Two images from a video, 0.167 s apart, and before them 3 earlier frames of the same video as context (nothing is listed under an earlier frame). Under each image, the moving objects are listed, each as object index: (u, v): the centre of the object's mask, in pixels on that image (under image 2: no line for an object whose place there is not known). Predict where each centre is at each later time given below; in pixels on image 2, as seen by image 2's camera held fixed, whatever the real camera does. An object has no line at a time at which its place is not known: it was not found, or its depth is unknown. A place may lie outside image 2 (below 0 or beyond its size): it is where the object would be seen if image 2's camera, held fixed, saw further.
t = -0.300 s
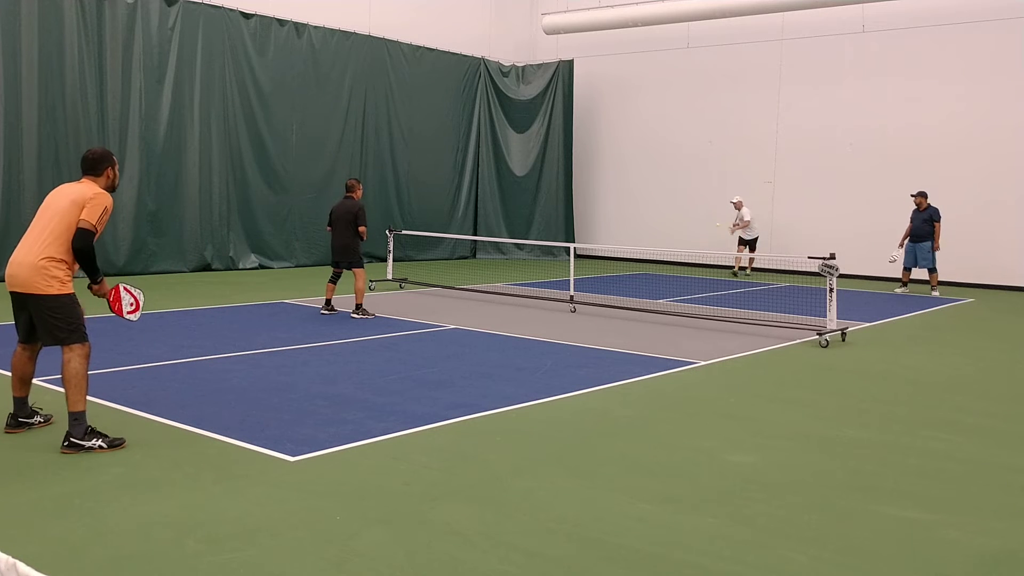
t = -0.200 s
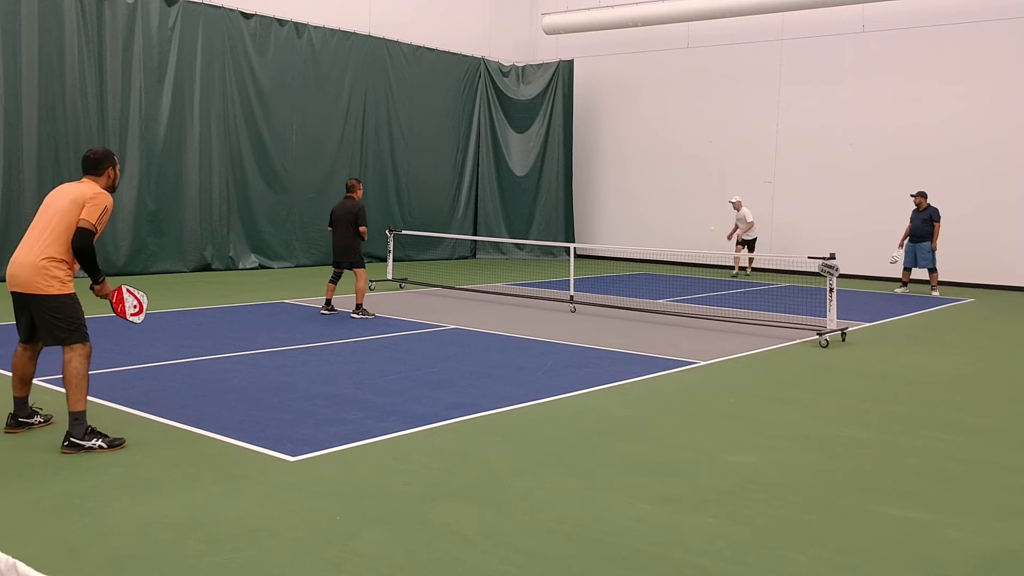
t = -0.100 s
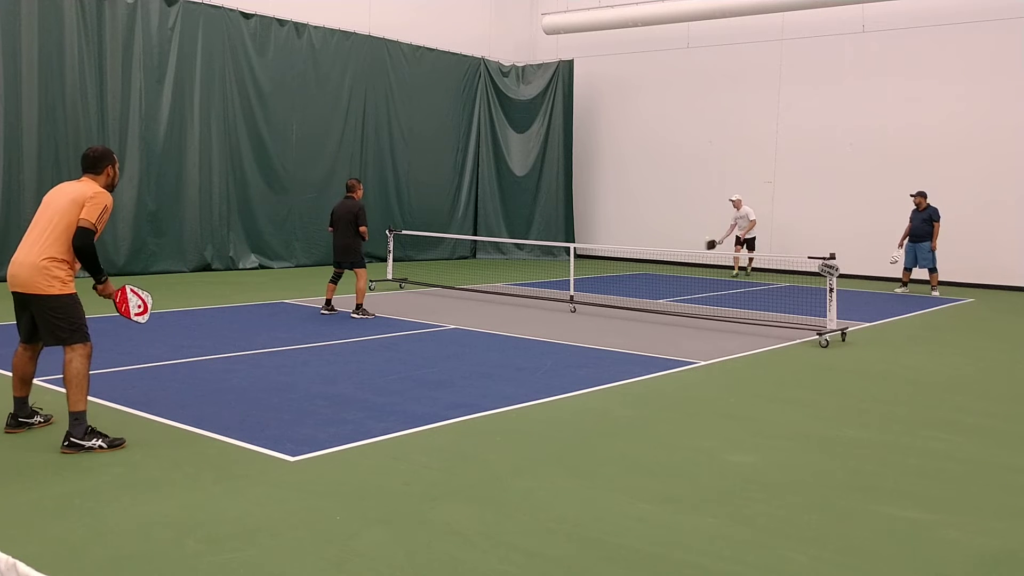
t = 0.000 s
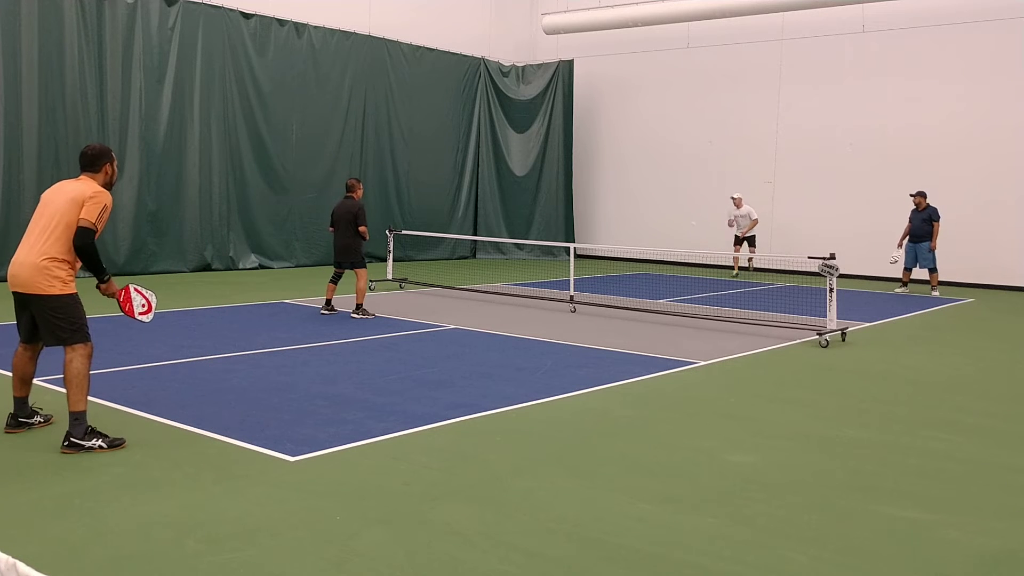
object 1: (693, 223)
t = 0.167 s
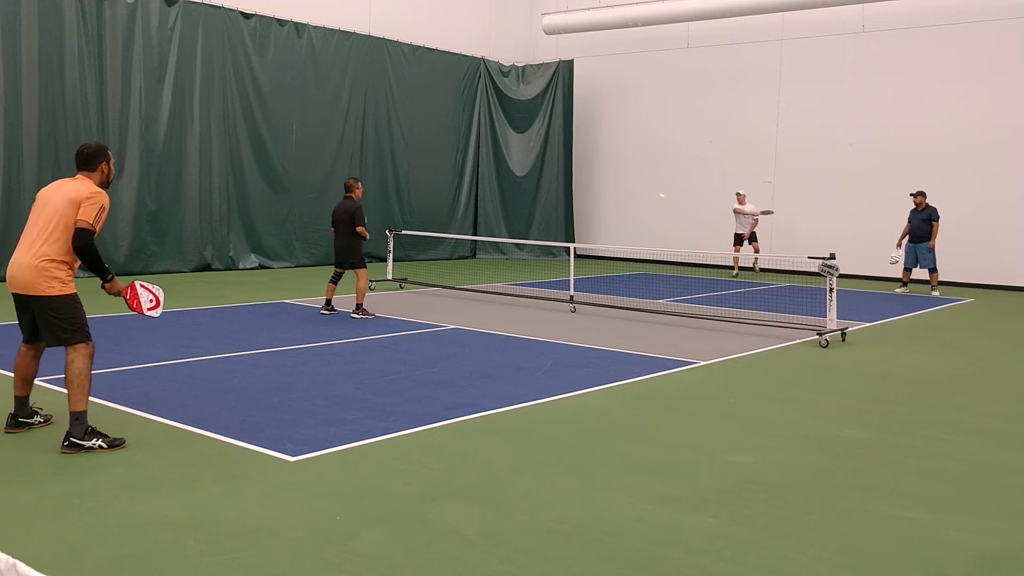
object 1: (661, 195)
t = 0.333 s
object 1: (619, 184)
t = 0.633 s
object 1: (503, 228)
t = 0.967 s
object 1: (291, 354)
